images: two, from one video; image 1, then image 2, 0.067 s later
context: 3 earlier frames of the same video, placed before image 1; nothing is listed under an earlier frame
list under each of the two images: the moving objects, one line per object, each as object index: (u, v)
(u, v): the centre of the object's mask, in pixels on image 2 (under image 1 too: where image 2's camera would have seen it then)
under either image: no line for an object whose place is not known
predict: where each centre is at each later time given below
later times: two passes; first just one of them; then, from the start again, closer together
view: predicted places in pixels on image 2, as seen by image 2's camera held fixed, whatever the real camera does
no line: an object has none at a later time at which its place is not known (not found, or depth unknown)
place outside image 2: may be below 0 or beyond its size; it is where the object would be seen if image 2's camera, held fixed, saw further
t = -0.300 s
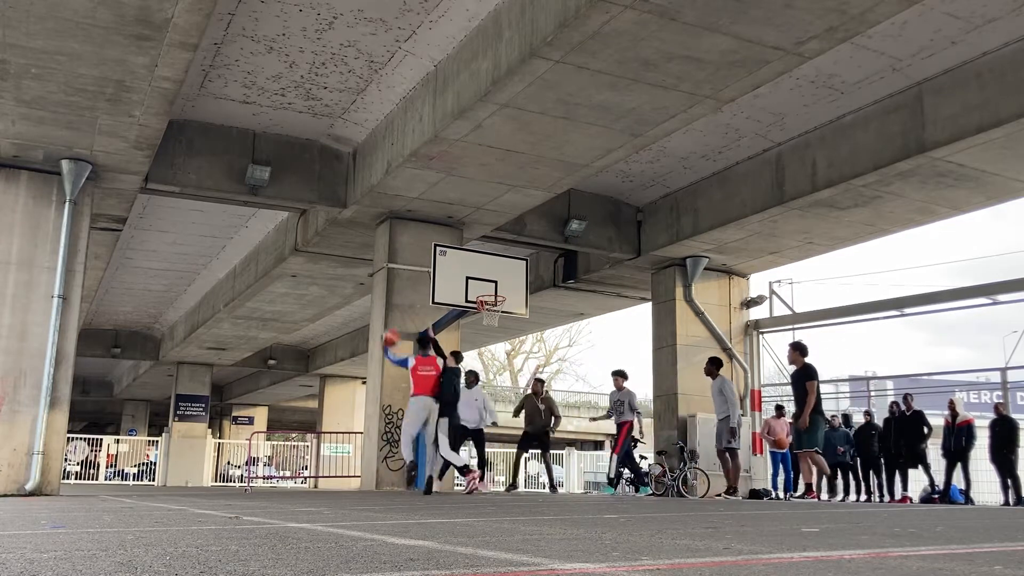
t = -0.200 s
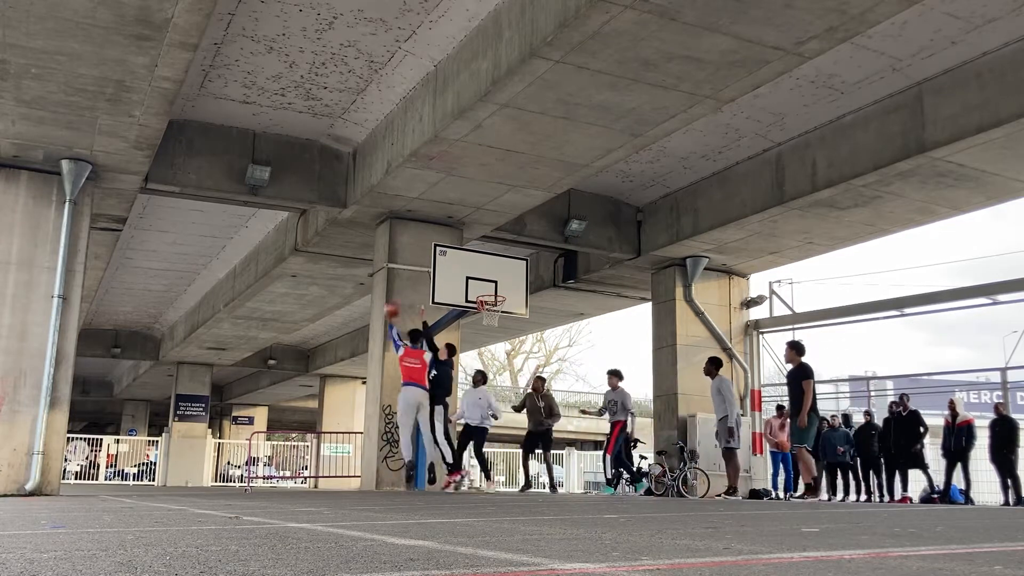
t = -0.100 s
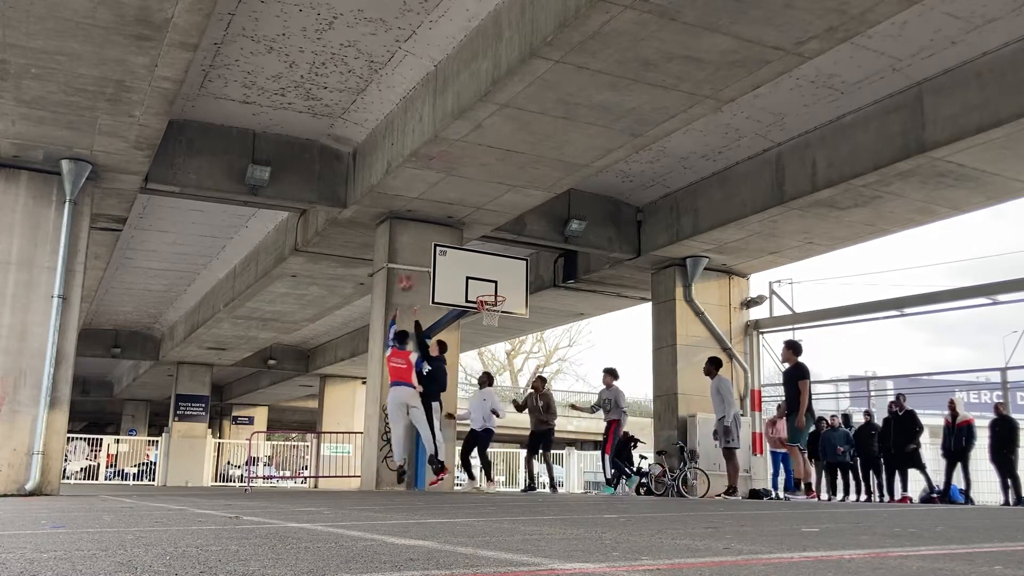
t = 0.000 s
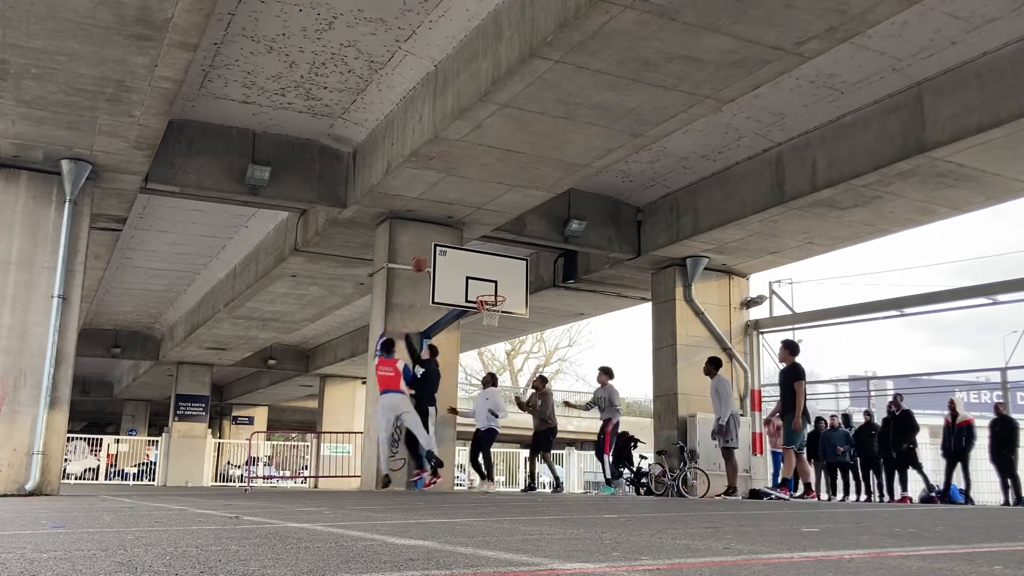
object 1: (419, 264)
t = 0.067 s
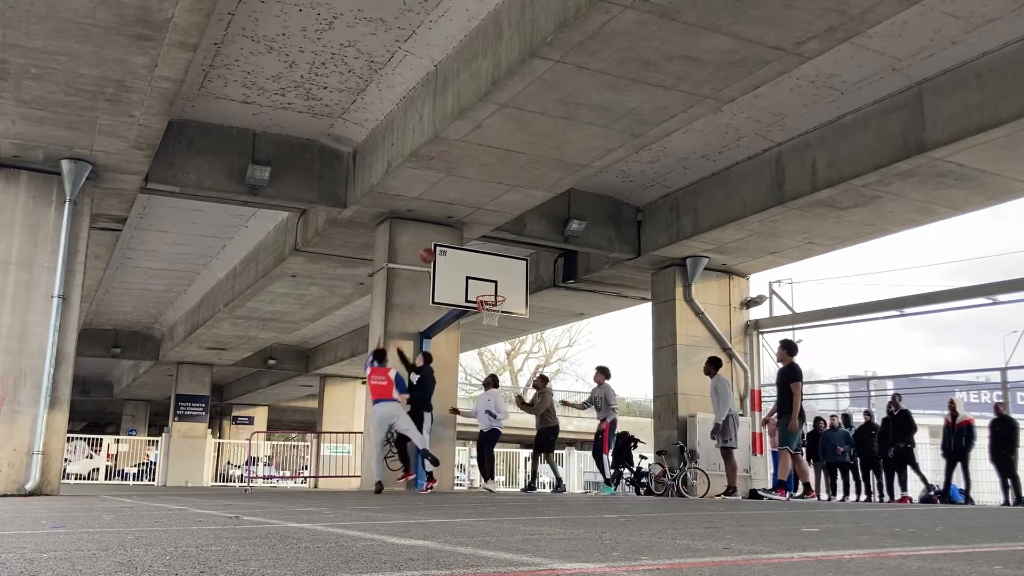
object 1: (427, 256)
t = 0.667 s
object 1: (488, 293)
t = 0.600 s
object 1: (481, 284)
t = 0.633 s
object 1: (485, 291)
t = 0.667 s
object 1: (488, 293)
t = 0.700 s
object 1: (492, 290)
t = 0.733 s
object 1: (495, 286)
